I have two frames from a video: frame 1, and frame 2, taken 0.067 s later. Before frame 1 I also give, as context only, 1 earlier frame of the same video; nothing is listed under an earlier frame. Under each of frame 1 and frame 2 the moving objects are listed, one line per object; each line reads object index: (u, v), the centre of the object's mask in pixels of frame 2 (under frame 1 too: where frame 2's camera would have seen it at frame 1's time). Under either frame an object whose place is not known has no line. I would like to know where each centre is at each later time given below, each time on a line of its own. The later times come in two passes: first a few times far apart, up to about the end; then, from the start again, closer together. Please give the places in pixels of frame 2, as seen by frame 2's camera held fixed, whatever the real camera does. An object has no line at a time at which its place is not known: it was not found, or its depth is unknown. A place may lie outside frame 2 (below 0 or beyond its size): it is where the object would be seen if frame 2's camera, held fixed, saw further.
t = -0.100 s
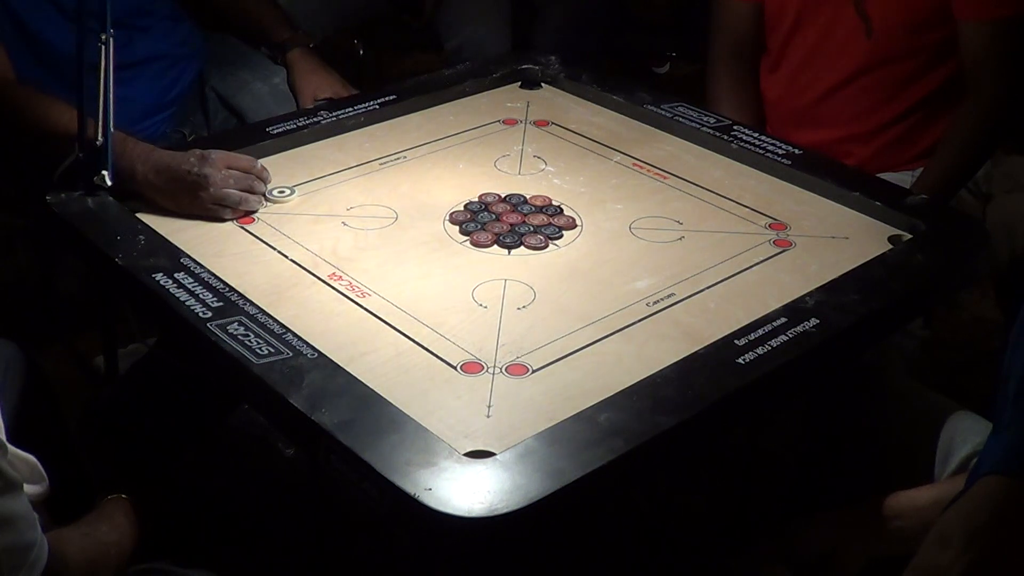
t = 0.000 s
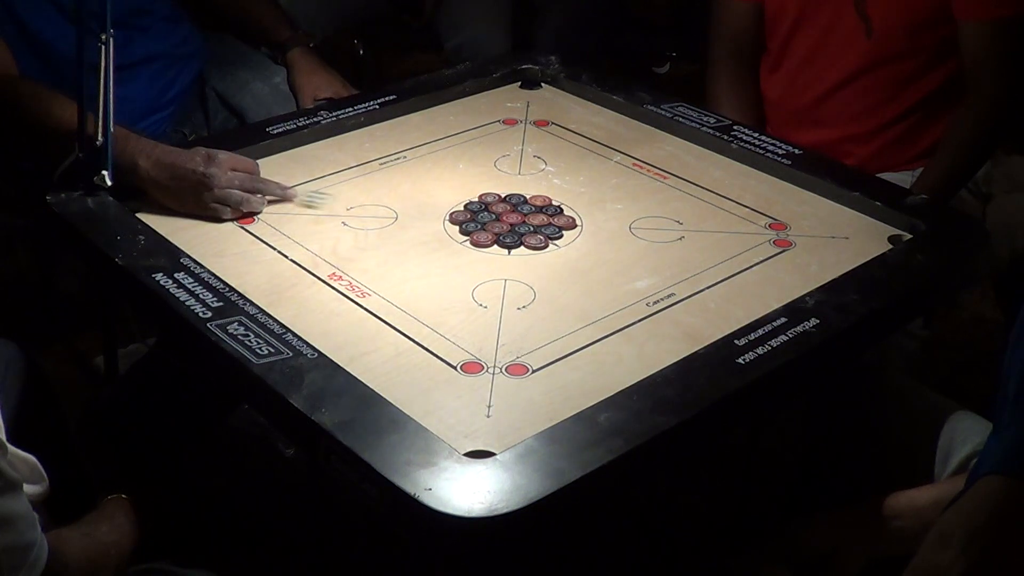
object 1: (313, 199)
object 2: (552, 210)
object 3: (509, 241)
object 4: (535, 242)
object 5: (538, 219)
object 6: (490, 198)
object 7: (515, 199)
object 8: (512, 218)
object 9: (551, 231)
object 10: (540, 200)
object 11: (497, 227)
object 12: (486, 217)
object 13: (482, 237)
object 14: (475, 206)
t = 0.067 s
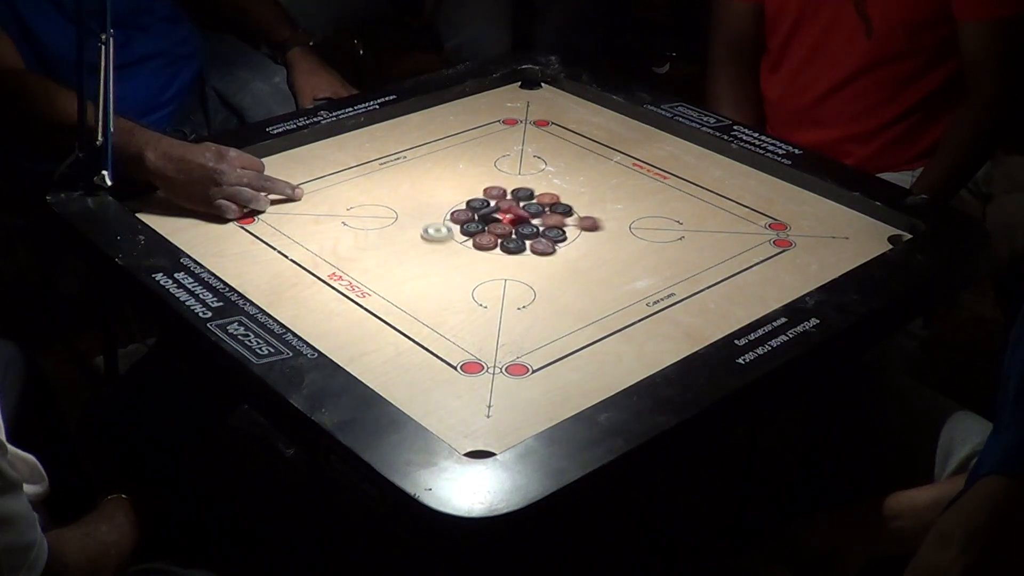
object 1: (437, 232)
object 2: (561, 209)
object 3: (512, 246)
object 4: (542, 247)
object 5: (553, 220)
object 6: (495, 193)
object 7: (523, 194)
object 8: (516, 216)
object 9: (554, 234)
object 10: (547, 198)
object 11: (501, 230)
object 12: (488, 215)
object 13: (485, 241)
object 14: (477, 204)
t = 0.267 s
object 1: (487, 375)
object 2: (628, 198)
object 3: (542, 287)
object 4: (600, 293)
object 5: (672, 223)
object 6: (531, 142)
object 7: (584, 145)
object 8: (575, 218)
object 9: (572, 249)
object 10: (608, 182)
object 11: (508, 234)
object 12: (496, 209)
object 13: (499, 257)
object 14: (491, 189)
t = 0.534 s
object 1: (422, 366)
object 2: (650, 194)
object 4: (630, 317)
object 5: (753, 223)
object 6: (557, 109)
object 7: (602, 118)
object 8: (608, 226)
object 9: (572, 249)
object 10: (630, 175)
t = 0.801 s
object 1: (403, 268)
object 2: (650, 194)
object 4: (630, 317)
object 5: (760, 223)
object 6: (561, 102)
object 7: (587, 119)
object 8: (609, 226)
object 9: (572, 249)
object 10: (630, 175)
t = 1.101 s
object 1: (393, 213)
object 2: (650, 194)
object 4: (630, 317)
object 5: (760, 223)
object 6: (561, 102)
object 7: (587, 119)
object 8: (608, 227)
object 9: (572, 249)
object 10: (630, 175)
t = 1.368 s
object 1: (390, 191)
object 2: (650, 194)
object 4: (630, 317)
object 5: (760, 223)
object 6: (561, 102)
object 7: (587, 119)
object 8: (608, 227)
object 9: (572, 249)
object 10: (630, 175)
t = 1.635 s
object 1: (389, 187)
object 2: (650, 194)
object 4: (630, 317)
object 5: (760, 223)
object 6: (561, 102)
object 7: (587, 119)
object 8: (608, 227)
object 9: (572, 249)
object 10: (630, 175)
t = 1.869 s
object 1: (389, 187)
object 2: (650, 194)
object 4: (630, 317)
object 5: (760, 223)
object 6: (561, 102)
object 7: (587, 119)
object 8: (608, 227)
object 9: (572, 249)
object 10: (630, 175)
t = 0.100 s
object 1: (444, 253)
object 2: (576, 207)
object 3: (519, 254)
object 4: (554, 256)
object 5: (577, 222)
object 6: (502, 182)
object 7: (535, 184)
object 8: (528, 209)
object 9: (559, 239)
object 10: (561, 196)
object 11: (503, 232)
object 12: (491, 206)
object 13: (489, 246)
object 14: (478, 200)
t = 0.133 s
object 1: (452, 276)
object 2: (589, 205)
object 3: (524, 262)
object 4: (565, 265)
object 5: (599, 222)
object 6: (509, 173)
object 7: (547, 175)
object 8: (538, 212)
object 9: (563, 242)
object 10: (573, 192)
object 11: (506, 233)
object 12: (494, 209)
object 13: (492, 249)
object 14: (482, 196)
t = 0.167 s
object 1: (460, 299)
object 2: (601, 203)
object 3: (529, 269)
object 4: (575, 273)
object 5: (619, 222)
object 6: (516, 164)
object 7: (557, 166)
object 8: (548, 212)
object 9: (567, 245)
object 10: (583, 189)
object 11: (507, 234)
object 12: (496, 209)
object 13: (495, 252)
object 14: (485, 194)
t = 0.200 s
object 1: (468, 323)
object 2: (611, 201)
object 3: (534, 276)
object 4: (584, 280)
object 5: (639, 222)
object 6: (521, 156)
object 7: (567, 158)
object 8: (556, 211)
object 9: (570, 247)
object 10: (593, 186)
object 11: (508, 234)
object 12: (496, 210)
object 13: (497, 254)
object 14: (488, 192)
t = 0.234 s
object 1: (477, 349)
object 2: (621, 199)
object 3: (538, 282)
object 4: (593, 287)
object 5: (656, 223)
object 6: (527, 149)
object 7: (576, 151)
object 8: (566, 213)
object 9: (571, 248)
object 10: (601, 184)
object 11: (508, 234)
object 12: (496, 209)
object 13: (498, 256)
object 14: (490, 190)
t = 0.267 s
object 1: (487, 375)
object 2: (628, 198)
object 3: (542, 287)
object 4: (600, 293)
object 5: (672, 223)
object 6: (531, 142)
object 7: (584, 145)
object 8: (575, 218)
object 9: (572, 249)
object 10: (608, 182)
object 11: (508, 234)
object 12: (496, 209)
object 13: (499, 257)
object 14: (491, 189)
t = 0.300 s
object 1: (496, 402)
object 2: (635, 196)
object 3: (545, 291)
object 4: (607, 298)
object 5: (687, 223)
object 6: (536, 137)
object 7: (591, 139)
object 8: (584, 216)
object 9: (572, 249)
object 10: (615, 180)
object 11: (508, 234)
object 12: (496, 209)
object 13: (500, 257)
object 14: (491, 188)
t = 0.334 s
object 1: (505, 429)
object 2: (641, 196)
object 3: (548, 295)
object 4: (613, 304)
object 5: (701, 223)
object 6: (540, 131)
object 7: (598, 133)
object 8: (590, 216)
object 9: (572, 249)
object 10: (620, 179)
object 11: (508, 234)
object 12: (496, 210)
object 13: (500, 257)
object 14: (492, 188)
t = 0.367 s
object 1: (493, 439)
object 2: (645, 195)
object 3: (550, 298)
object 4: (619, 308)
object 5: (713, 223)
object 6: (544, 126)
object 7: (604, 128)
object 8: (596, 221)
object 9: (572, 249)
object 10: (624, 177)
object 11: (508, 234)
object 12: (497, 211)
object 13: (500, 257)
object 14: (492, 188)
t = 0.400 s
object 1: (456, 433)
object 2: (648, 194)
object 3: (551, 300)
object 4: (623, 311)
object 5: (724, 223)
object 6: (547, 122)
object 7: (610, 123)
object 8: (601, 220)
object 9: (572, 249)
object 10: (627, 176)
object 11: (508, 234)
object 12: (497, 211)
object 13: (500, 257)
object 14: (492, 188)
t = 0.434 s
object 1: (436, 419)
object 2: (649, 194)
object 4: (626, 314)
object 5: (733, 223)
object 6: (550, 118)
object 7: (615, 119)
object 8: (603, 220)
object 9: (572, 249)
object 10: (629, 176)
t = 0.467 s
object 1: (429, 401)
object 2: (650, 194)
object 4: (628, 316)
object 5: (741, 223)
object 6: (552, 114)
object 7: (616, 117)
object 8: (606, 225)
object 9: (572, 249)
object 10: (630, 175)
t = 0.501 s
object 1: (425, 383)
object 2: (650, 194)
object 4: (629, 317)
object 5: (747, 223)
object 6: (555, 112)
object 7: (609, 117)
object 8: (609, 226)
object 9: (572, 249)
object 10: (630, 175)
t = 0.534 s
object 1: (422, 366)
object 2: (650, 194)
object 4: (630, 317)
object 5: (753, 223)
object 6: (557, 109)
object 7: (602, 118)
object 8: (608, 226)
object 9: (572, 249)
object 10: (630, 175)
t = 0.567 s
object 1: (419, 351)
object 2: (650, 194)
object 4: (630, 317)
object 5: (756, 223)
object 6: (558, 107)
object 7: (597, 119)
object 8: (609, 226)
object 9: (572, 249)
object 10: (630, 175)
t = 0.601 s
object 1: (416, 336)
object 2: (650, 194)
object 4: (630, 317)
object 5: (758, 223)
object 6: (559, 105)
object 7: (593, 119)
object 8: (607, 226)
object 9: (572, 249)
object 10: (630, 175)
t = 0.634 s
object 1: (414, 322)
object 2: (650, 194)
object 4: (630, 317)
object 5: (760, 223)
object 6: (560, 104)
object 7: (590, 119)
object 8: (607, 225)
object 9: (572, 249)
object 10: (630, 175)
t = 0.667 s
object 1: (411, 310)
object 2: (650, 194)
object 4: (630, 317)
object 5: (760, 223)
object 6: (561, 103)
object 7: (588, 119)
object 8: (607, 225)
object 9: (572, 249)
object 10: (630, 175)
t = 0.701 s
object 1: (409, 298)
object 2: (650, 194)
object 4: (630, 317)
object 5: (760, 223)
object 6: (561, 102)
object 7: (587, 119)
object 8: (608, 226)
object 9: (572, 249)
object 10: (630, 175)
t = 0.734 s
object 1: (407, 287)
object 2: (650, 194)
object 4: (630, 317)
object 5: (760, 223)
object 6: (561, 102)
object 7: (587, 119)
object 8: (608, 225)
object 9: (572, 249)
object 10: (630, 175)
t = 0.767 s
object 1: (405, 277)
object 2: (650, 194)
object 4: (630, 317)
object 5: (760, 223)
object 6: (561, 102)
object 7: (587, 119)
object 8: (608, 226)
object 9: (572, 249)
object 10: (630, 175)
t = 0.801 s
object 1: (403, 268)
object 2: (650, 194)
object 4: (630, 317)
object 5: (760, 223)
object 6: (561, 102)
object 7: (587, 119)
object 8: (609, 226)
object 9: (572, 249)
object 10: (630, 175)
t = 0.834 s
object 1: (401, 260)
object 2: (650, 194)
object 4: (630, 317)
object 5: (760, 223)
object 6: (561, 102)
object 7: (587, 119)
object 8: (608, 226)
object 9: (572, 249)
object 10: (630, 175)
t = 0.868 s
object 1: (400, 252)
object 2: (650, 194)
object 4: (630, 317)
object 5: (760, 223)
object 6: (561, 102)
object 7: (587, 119)
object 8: (608, 227)
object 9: (572, 249)
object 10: (630, 175)
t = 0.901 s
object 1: (399, 245)
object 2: (650, 194)
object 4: (630, 317)
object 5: (760, 223)
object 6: (561, 102)
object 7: (587, 119)
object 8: (608, 227)
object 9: (572, 249)
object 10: (630, 175)
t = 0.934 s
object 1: (397, 238)
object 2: (650, 194)
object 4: (630, 317)
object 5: (760, 223)
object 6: (561, 102)
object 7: (587, 119)
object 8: (608, 226)
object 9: (572, 249)
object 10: (630, 175)
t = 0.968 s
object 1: (396, 232)
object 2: (650, 194)
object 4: (630, 317)
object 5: (760, 223)
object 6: (561, 102)
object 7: (587, 119)
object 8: (608, 226)
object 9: (572, 249)
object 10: (630, 175)
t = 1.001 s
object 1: (395, 227)
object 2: (650, 194)
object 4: (630, 317)
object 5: (760, 223)
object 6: (561, 102)
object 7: (587, 119)
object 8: (608, 227)
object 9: (572, 249)
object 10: (630, 175)
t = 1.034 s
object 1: (394, 222)
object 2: (650, 194)
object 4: (630, 317)
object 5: (760, 223)
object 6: (561, 102)
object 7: (587, 119)
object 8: (608, 227)
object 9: (572, 249)
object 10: (630, 175)
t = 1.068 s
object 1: (393, 217)
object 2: (650, 194)
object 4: (630, 317)
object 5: (760, 223)
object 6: (561, 102)
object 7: (587, 119)
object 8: (608, 227)
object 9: (572, 249)
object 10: (630, 175)
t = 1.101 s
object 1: (393, 213)
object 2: (650, 194)
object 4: (630, 317)
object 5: (760, 223)
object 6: (561, 102)
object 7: (587, 119)
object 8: (608, 227)
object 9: (572, 249)
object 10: (630, 175)
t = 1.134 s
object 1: (392, 209)
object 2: (650, 194)
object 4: (630, 317)
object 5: (760, 223)
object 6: (561, 102)
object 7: (587, 119)
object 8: (608, 227)
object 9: (572, 249)
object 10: (630, 175)
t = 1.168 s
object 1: (392, 206)
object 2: (650, 194)
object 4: (630, 317)
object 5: (760, 223)
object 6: (561, 102)
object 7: (587, 119)
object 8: (608, 227)
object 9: (572, 249)
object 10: (630, 175)
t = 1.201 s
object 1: (391, 202)
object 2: (650, 194)
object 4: (630, 317)
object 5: (760, 223)
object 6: (561, 102)
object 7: (587, 119)
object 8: (608, 227)
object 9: (572, 249)
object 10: (630, 175)
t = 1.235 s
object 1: (391, 200)
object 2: (650, 194)
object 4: (630, 317)
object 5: (760, 223)
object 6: (561, 102)
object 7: (587, 119)
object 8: (608, 227)
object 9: (572, 249)
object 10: (630, 175)
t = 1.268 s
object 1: (391, 197)
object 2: (650, 194)
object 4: (630, 317)
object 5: (760, 223)
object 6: (561, 102)
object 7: (587, 119)
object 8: (608, 227)
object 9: (572, 249)
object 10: (630, 175)
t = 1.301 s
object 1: (390, 195)
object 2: (650, 194)
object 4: (630, 317)
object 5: (760, 223)
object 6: (561, 102)
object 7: (587, 119)
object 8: (608, 227)
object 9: (572, 249)
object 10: (630, 175)
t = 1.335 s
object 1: (390, 193)
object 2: (650, 194)
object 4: (630, 317)
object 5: (760, 223)
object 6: (561, 102)
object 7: (587, 119)
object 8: (608, 227)
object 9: (572, 249)
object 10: (630, 175)
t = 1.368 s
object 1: (390, 191)
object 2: (650, 194)
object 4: (630, 317)
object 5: (760, 223)
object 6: (561, 102)
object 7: (587, 119)
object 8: (608, 227)
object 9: (572, 249)
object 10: (630, 175)
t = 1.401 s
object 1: (389, 190)
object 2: (650, 194)
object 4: (630, 317)
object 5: (760, 223)
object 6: (561, 102)
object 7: (587, 119)
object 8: (608, 227)
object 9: (572, 249)
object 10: (630, 175)
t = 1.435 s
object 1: (389, 188)
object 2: (650, 194)
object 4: (630, 317)
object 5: (760, 223)
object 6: (562, 102)
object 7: (587, 119)
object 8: (608, 227)
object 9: (572, 249)
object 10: (630, 175)
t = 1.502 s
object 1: (389, 187)
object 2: (650, 194)
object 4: (630, 317)
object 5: (760, 223)
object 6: (562, 102)
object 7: (587, 119)
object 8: (608, 227)
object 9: (572, 249)
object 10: (630, 175)
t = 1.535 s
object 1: (389, 187)
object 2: (650, 194)
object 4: (630, 317)
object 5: (760, 223)
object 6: (562, 102)
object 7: (587, 119)
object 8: (608, 227)
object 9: (572, 249)
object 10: (630, 175)
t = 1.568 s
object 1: (389, 187)
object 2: (650, 194)
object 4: (630, 317)
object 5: (760, 223)
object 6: (561, 102)
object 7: (587, 119)
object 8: (608, 227)
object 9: (572, 249)
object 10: (630, 175)
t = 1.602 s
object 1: (389, 187)
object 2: (650, 194)
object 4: (630, 317)
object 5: (760, 223)
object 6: (562, 102)
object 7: (587, 119)
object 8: (608, 227)
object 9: (572, 249)
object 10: (630, 175)
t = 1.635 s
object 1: (389, 187)
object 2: (650, 194)
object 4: (630, 317)
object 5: (760, 223)
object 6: (561, 102)
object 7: (587, 119)
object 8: (608, 227)
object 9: (572, 249)
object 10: (630, 175)
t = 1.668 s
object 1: (388, 187)
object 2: (649, 194)
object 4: (630, 317)
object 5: (760, 223)
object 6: (561, 102)
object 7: (587, 119)
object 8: (608, 227)
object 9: (572, 249)
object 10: (630, 175)
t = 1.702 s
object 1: (389, 187)
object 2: (649, 194)
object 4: (630, 317)
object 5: (760, 223)
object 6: (561, 102)
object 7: (587, 119)
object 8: (608, 227)
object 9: (572, 249)
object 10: (630, 175)
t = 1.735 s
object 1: (389, 187)
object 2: (650, 194)
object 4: (630, 317)
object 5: (760, 223)
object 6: (561, 102)
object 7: (587, 119)
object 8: (608, 227)
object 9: (572, 249)
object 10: (630, 175)
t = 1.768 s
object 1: (389, 187)
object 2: (650, 194)
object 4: (630, 317)
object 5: (760, 223)
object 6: (561, 102)
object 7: (587, 119)
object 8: (608, 227)
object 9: (572, 249)
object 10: (630, 175)
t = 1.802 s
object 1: (389, 187)
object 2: (650, 194)
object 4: (630, 317)
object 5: (760, 223)
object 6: (561, 102)
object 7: (587, 119)
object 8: (608, 227)
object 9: (572, 249)
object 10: (630, 175)
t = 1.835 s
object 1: (389, 187)
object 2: (650, 194)
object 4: (630, 317)
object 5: (760, 223)
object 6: (561, 102)
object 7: (587, 119)
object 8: (608, 227)
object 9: (572, 249)
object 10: (630, 175)
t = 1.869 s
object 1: (389, 187)
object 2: (650, 194)
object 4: (630, 317)
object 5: (760, 223)
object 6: (561, 102)
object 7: (587, 119)
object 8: (608, 227)
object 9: (572, 249)
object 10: (630, 175)
